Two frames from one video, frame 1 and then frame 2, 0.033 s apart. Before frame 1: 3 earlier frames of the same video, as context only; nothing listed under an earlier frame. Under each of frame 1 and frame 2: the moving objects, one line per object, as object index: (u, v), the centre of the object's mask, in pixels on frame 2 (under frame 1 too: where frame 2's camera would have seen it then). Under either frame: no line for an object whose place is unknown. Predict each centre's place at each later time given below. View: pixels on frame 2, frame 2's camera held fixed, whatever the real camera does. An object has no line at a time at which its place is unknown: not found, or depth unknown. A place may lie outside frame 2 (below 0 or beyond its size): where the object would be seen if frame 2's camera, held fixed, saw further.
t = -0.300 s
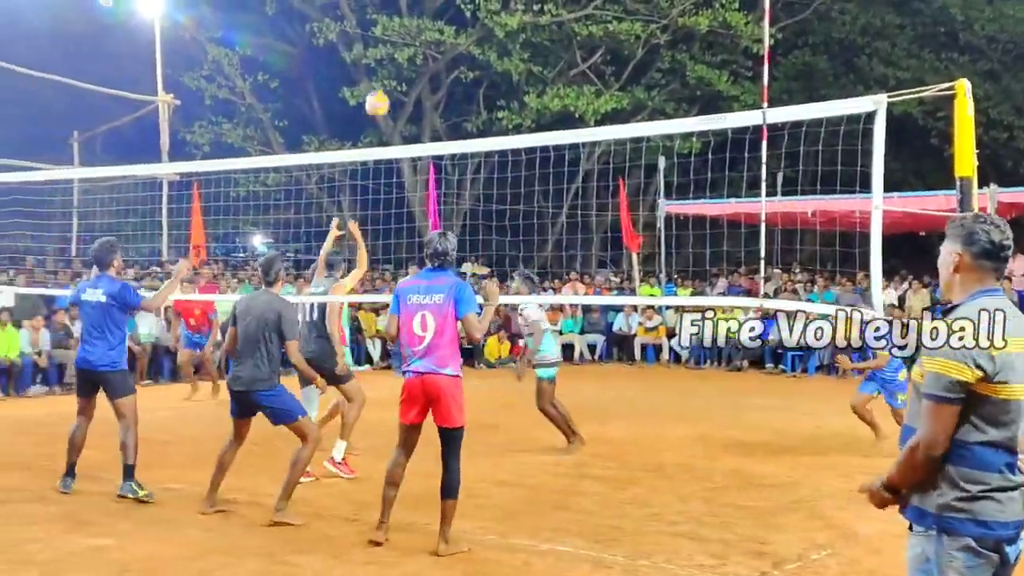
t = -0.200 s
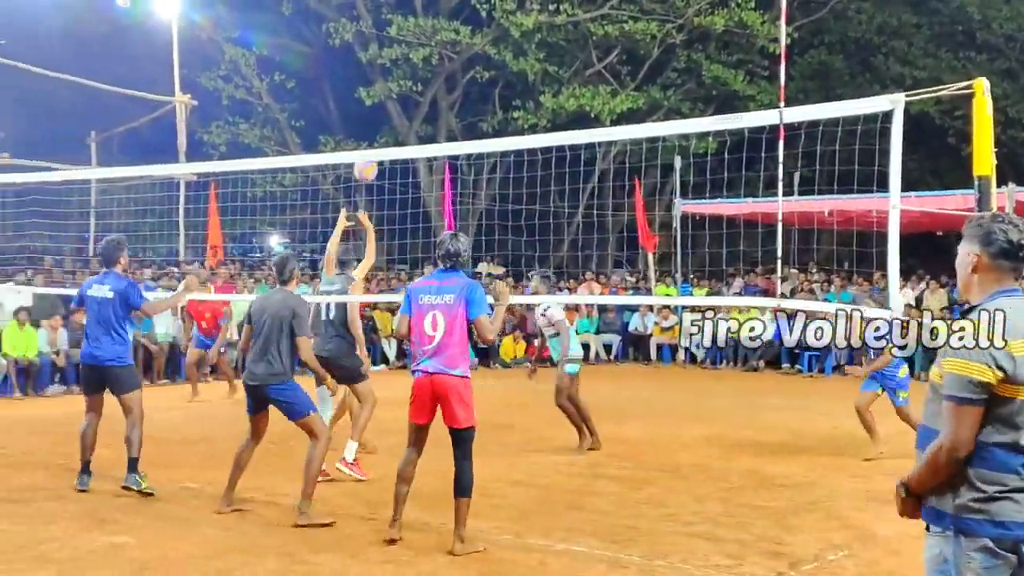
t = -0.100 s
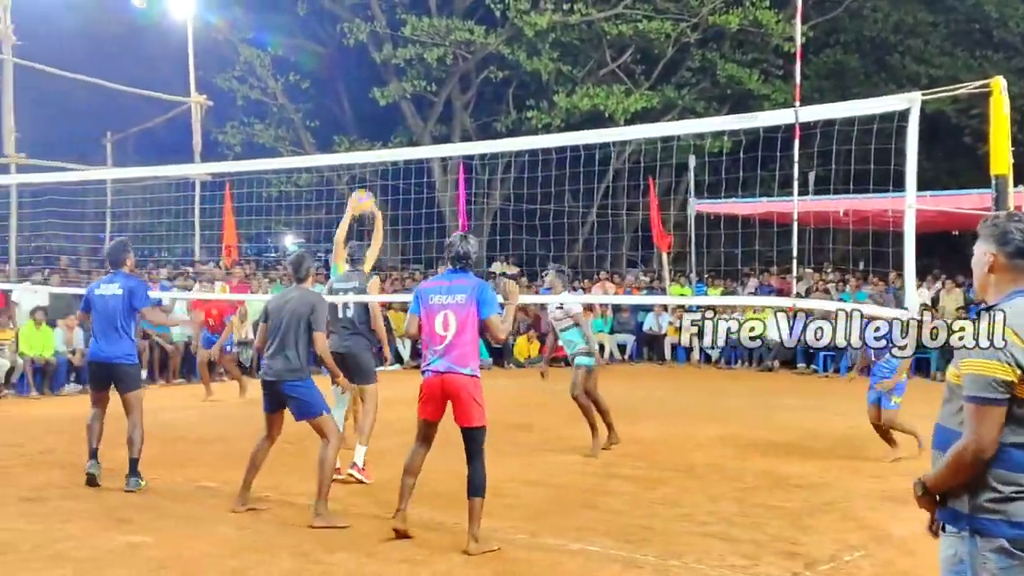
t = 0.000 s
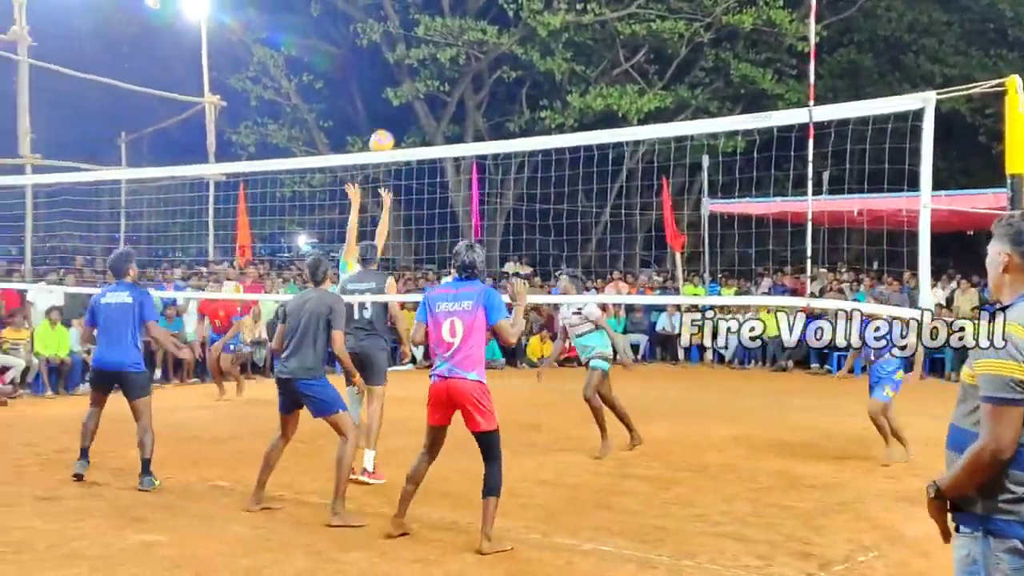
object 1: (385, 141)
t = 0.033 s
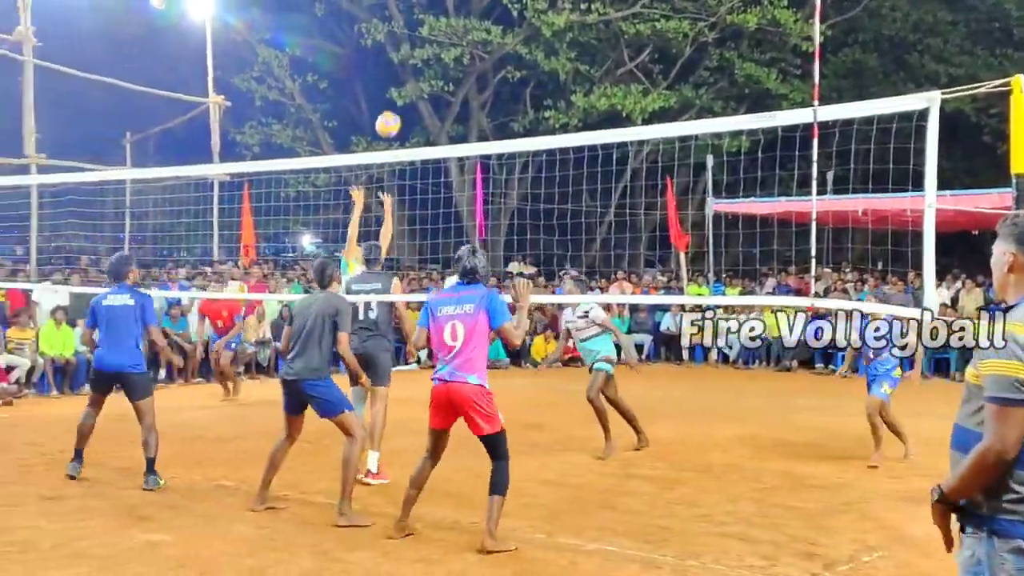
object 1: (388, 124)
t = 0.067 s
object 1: (391, 107)
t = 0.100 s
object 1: (394, 91)
